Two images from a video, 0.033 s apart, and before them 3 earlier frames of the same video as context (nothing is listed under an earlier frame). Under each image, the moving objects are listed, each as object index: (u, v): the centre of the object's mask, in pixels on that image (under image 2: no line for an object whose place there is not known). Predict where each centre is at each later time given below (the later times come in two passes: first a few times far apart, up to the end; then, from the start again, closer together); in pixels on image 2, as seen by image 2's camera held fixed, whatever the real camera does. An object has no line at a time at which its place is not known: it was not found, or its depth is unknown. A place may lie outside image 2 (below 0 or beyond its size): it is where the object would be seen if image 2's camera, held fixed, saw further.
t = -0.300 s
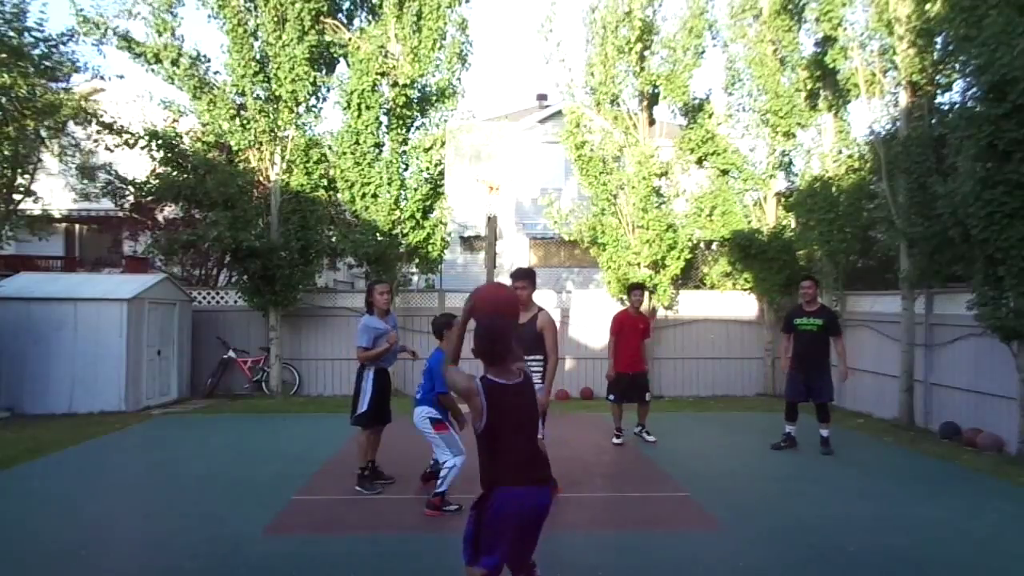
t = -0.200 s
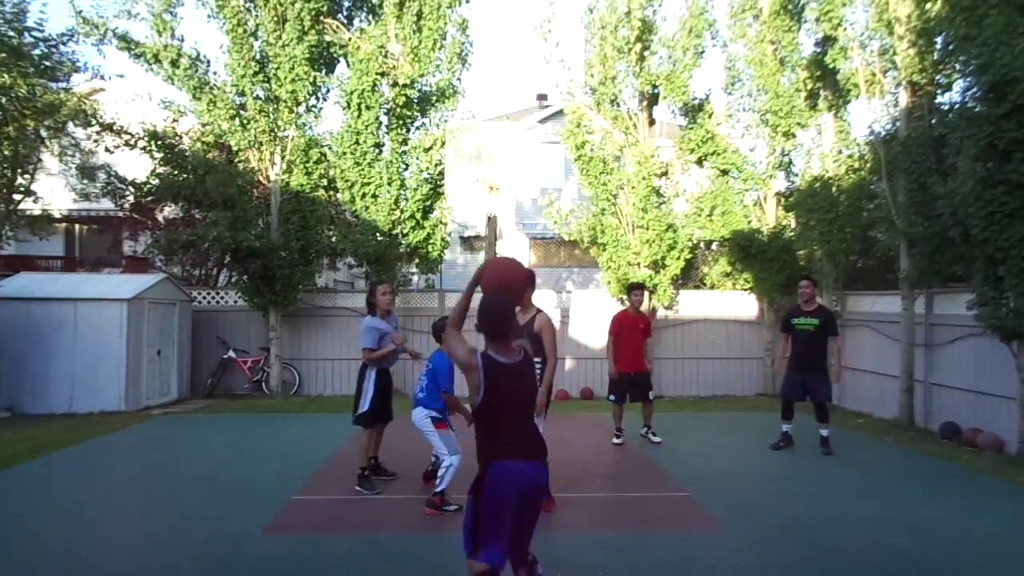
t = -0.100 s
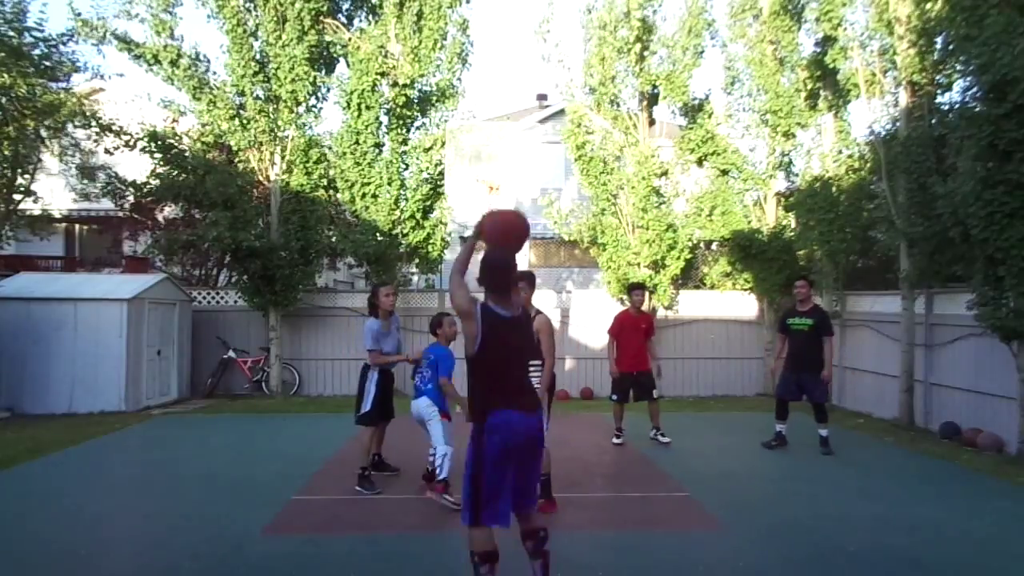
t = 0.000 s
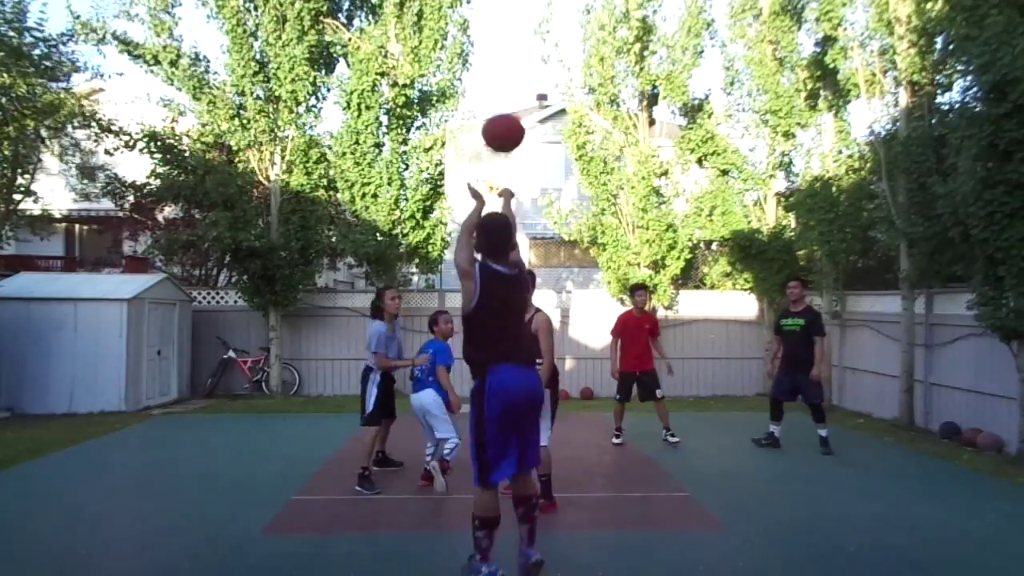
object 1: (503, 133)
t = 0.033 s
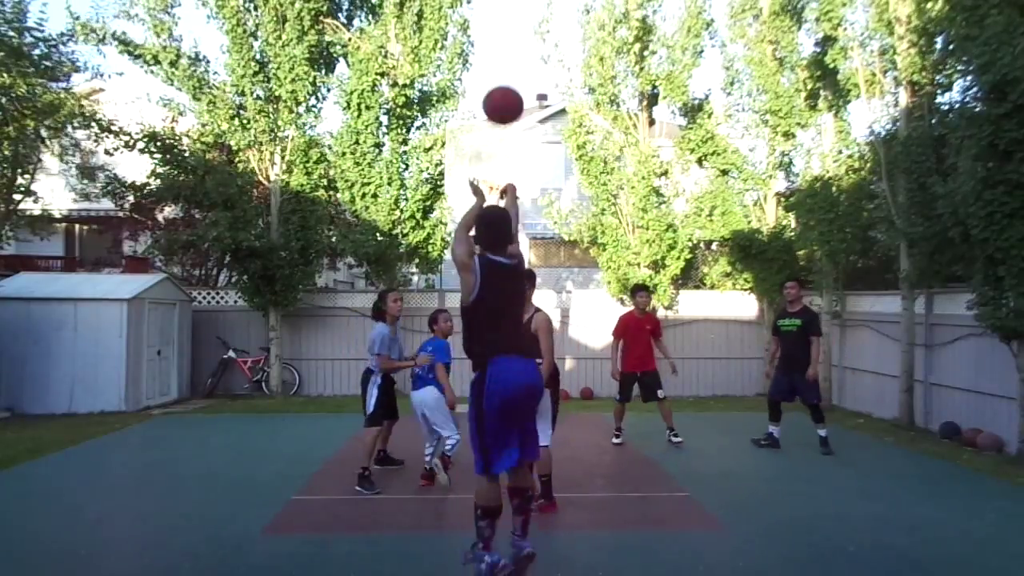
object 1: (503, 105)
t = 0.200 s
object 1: (501, 18)
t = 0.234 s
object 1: (500, 11)
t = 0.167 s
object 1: (501, 29)
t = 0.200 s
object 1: (501, 18)
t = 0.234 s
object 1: (500, 11)
